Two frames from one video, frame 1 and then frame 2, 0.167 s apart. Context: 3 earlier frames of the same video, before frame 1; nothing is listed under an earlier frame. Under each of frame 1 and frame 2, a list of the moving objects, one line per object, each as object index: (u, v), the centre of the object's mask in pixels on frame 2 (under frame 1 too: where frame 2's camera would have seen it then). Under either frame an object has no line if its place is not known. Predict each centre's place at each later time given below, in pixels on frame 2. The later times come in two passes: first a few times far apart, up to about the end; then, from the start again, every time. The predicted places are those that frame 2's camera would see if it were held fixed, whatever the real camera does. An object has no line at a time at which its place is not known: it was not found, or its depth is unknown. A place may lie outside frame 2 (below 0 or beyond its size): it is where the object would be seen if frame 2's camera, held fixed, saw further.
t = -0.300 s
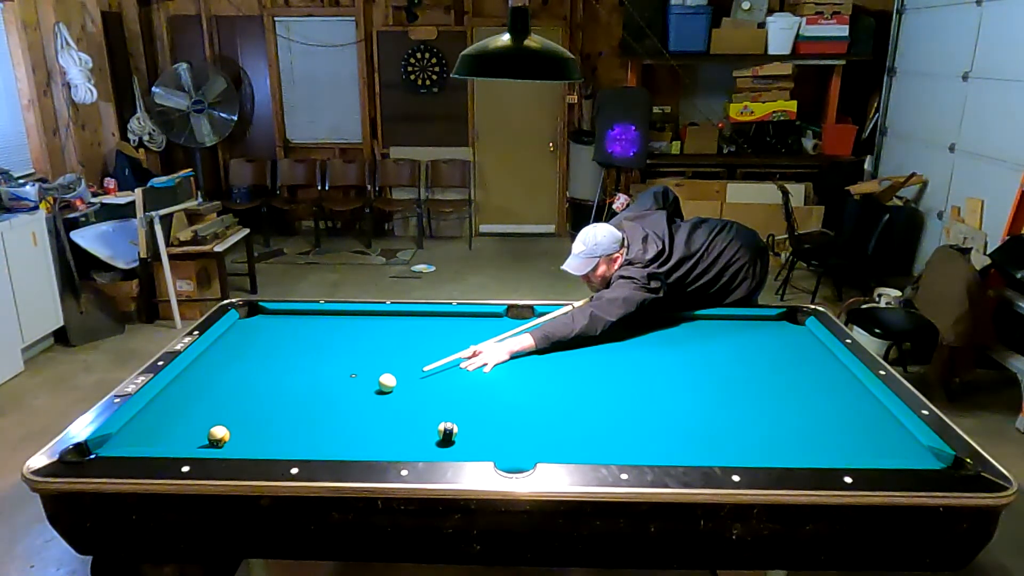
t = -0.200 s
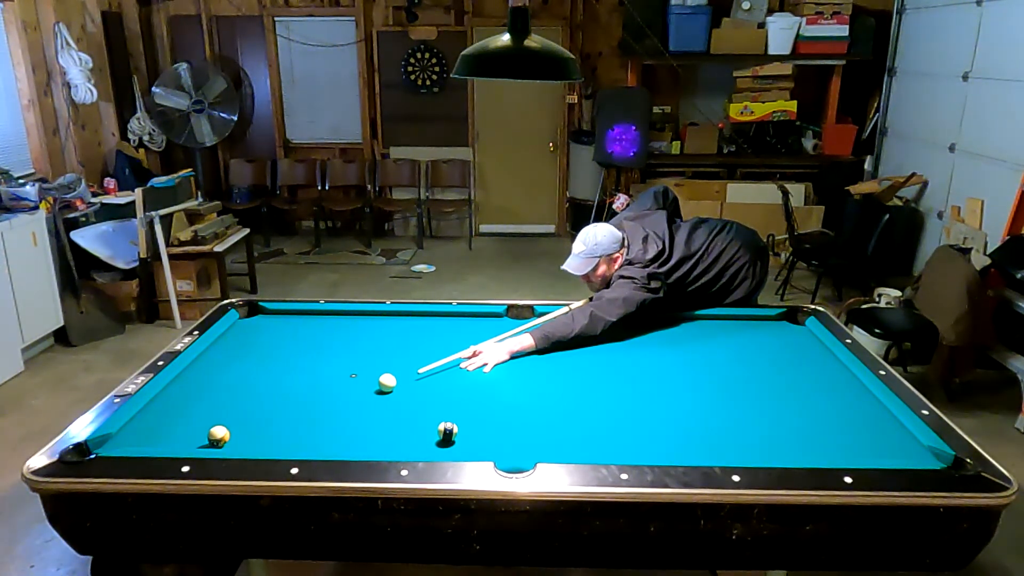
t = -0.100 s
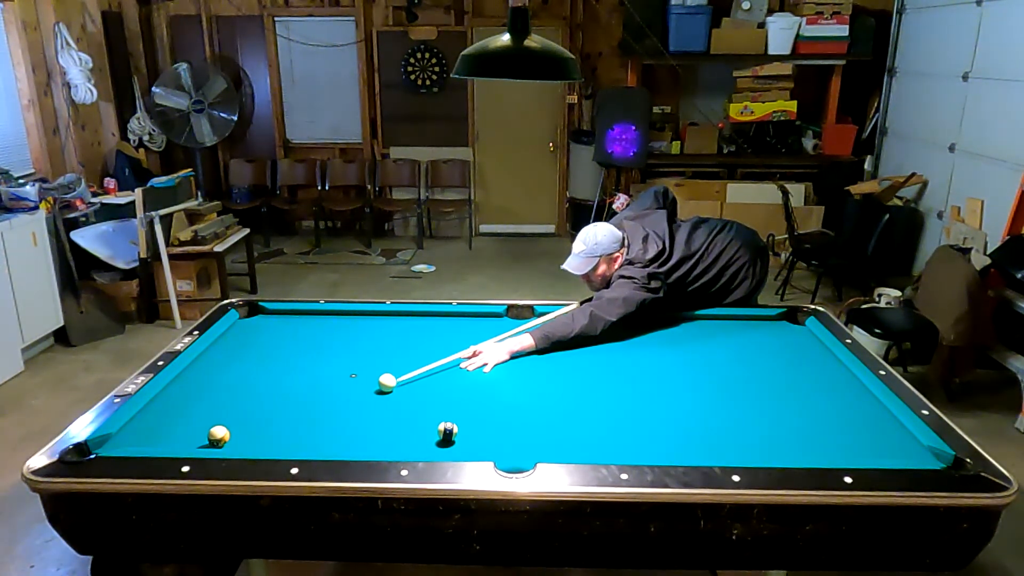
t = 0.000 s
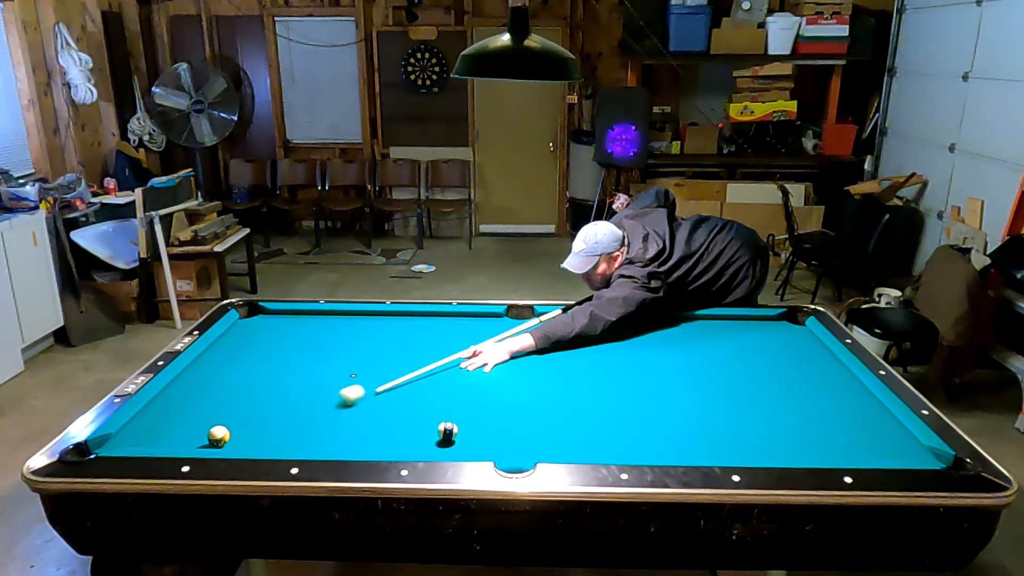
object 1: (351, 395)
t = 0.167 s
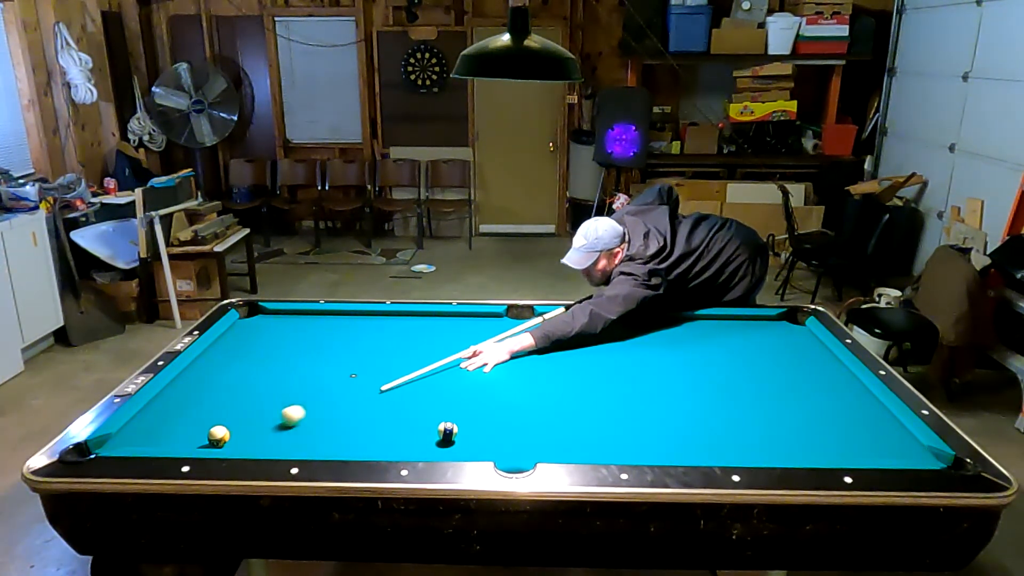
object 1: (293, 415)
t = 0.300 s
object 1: (251, 430)
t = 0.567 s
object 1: (231, 441)
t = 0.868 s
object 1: (239, 429)
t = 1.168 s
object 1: (246, 417)
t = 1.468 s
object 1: (253, 407)
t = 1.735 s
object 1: (257, 401)
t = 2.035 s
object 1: (261, 395)
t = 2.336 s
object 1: (264, 390)
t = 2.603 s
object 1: (265, 388)
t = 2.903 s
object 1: (265, 386)
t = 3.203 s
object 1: (265, 386)
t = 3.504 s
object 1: (265, 386)
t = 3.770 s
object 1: (265, 386)
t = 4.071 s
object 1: (265, 386)
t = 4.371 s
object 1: (265, 386)
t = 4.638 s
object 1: (265, 386)
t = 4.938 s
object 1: (265, 386)
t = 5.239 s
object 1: (265, 386)
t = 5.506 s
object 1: (265, 386)
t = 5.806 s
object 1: (265, 386)
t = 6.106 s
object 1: (265, 386)
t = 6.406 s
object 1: (265, 386)
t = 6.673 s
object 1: (265, 386)
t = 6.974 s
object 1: (265, 386)
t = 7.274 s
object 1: (265, 386)
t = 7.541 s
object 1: (265, 386)
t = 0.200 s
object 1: (283, 419)
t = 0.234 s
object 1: (272, 422)
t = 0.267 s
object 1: (261, 427)
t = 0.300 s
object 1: (251, 430)
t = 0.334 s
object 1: (242, 433)
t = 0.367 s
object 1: (239, 436)
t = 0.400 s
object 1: (237, 438)
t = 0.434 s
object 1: (234, 440)
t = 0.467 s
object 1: (232, 442)
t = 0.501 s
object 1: (229, 443)
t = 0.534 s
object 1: (230, 442)
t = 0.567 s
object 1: (231, 441)
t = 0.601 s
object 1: (232, 440)
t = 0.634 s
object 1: (233, 439)
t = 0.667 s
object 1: (233, 438)
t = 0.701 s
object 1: (235, 436)
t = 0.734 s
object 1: (236, 435)
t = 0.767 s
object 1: (236, 433)
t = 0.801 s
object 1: (237, 432)
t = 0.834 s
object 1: (238, 430)
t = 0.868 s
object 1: (239, 429)
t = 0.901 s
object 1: (240, 427)
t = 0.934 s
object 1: (241, 426)
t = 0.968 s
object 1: (242, 424)
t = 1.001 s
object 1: (243, 423)
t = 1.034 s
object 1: (243, 422)
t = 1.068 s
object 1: (244, 420)
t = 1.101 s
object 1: (245, 419)
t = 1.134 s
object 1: (245, 418)
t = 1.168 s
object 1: (246, 417)
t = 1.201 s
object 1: (247, 416)
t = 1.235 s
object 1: (248, 415)
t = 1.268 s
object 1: (248, 413)
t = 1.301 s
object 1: (249, 412)
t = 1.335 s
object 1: (250, 411)
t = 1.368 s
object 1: (251, 410)
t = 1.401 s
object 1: (251, 409)
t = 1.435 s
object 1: (252, 408)
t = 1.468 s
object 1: (253, 407)
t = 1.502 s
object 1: (253, 406)
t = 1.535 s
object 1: (254, 405)
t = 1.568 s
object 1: (255, 404)
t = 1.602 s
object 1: (255, 404)
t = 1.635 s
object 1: (256, 403)
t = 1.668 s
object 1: (256, 402)
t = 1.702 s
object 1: (257, 401)
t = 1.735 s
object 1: (257, 401)
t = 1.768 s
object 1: (258, 400)
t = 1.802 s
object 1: (258, 399)
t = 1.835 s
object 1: (259, 398)
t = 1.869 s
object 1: (259, 398)
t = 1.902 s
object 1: (260, 397)
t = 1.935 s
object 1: (260, 396)
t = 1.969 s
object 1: (260, 396)
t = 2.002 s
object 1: (261, 395)
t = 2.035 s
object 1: (261, 395)
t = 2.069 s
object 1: (261, 394)
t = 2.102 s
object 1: (262, 393)
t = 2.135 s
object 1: (262, 393)
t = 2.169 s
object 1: (262, 392)
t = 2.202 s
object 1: (263, 392)
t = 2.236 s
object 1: (263, 391)
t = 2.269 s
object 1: (263, 391)
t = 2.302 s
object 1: (263, 391)
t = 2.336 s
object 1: (264, 390)
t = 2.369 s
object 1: (264, 390)
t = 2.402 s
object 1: (264, 390)
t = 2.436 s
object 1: (264, 389)
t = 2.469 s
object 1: (264, 389)
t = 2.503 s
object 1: (264, 389)
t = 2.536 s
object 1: (265, 388)
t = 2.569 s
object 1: (265, 388)
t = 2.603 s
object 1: (265, 388)
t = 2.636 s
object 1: (265, 388)
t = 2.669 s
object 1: (265, 387)
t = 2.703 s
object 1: (265, 387)
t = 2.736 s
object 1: (265, 387)
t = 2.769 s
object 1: (265, 387)
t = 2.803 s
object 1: (265, 387)
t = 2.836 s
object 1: (265, 386)
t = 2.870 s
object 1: (265, 386)
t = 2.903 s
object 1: (265, 386)
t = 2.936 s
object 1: (265, 386)
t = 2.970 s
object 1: (265, 386)
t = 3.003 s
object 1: (265, 386)
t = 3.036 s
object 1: (265, 386)
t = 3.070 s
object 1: (265, 386)
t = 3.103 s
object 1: (265, 386)
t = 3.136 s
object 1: (265, 386)
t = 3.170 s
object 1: (265, 386)
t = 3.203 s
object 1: (265, 386)
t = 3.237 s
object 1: (265, 386)
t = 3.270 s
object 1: (265, 386)
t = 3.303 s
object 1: (265, 386)
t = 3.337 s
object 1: (265, 386)
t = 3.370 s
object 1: (265, 386)
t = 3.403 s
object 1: (265, 386)
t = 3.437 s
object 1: (265, 386)
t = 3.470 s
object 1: (265, 386)
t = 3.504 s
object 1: (265, 386)
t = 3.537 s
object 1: (265, 386)
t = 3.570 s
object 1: (265, 386)
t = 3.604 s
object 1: (265, 386)
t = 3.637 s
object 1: (265, 386)
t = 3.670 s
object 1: (265, 386)
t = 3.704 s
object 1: (265, 386)
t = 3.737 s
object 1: (265, 386)
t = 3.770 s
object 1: (265, 386)
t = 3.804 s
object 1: (265, 386)
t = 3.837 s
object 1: (265, 386)
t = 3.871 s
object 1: (265, 386)
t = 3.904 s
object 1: (265, 386)
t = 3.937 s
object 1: (265, 386)
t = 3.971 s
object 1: (265, 386)
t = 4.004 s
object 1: (265, 386)
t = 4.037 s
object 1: (265, 386)
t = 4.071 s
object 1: (265, 386)
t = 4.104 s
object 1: (265, 386)
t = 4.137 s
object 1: (265, 386)
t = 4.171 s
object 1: (265, 386)
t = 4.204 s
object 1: (265, 386)
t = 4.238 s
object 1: (265, 386)
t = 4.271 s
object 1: (265, 386)
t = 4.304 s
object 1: (265, 386)
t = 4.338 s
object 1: (265, 386)
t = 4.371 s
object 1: (265, 386)
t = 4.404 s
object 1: (265, 386)
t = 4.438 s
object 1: (265, 386)
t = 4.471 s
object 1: (265, 386)
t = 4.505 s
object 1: (265, 386)
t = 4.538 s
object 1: (265, 386)
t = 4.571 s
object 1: (265, 386)
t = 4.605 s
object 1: (265, 386)
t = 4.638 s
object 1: (265, 386)
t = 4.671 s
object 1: (265, 386)
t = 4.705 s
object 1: (265, 386)
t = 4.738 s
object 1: (265, 386)
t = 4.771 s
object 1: (265, 386)
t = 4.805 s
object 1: (265, 386)
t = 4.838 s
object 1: (265, 386)
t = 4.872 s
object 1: (265, 386)
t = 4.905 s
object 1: (265, 386)
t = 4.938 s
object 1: (265, 386)
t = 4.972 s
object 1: (265, 386)
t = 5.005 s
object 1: (265, 386)
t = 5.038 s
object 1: (265, 386)
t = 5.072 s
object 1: (265, 386)
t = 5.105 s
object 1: (265, 386)
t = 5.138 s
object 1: (265, 386)
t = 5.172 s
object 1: (265, 386)
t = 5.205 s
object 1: (265, 386)
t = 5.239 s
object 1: (265, 386)
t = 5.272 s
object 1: (265, 386)
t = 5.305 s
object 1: (265, 386)
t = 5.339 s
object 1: (265, 386)
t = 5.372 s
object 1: (265, 386)
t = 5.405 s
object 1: (265, 386)
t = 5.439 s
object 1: (265, 386)
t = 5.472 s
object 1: (265, 386)
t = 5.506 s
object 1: (265, 386)
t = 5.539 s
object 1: (265, 386)
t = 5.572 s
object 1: (265, 386)
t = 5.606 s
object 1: (265, 386)
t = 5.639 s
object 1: (265, 386)
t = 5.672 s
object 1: (265, 386)
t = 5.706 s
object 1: (265, 386)
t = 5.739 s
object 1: (265, 386)
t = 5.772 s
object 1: (265, 386)
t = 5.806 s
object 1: (265, 386)
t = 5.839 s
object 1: (265, 386)
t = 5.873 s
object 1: (265, 386)
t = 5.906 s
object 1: (265, 386)
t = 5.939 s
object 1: (265, 386)
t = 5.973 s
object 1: (265, 386)
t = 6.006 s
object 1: (265, 386)
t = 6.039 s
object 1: (265, 386)
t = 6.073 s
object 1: (265, 386)
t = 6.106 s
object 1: (265, 386)
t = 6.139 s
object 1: (265, 386)
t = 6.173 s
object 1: (265, 386)
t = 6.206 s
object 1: (265, 386)
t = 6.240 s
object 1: (265, 386)
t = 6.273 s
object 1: (265, 386)
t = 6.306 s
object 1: (265, 386)
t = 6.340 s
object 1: (265, 386)
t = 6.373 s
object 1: (265, 386)
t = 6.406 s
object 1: (265, 386)
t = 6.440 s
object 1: (265, 386)
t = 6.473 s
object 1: (265, 386)
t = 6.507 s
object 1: (265, 386)
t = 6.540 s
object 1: (265, 386)
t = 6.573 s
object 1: (265, 386)
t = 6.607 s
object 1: (265, 386)
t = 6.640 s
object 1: (265, 386)
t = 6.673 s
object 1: (265, 386)
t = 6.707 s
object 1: (265, 386)
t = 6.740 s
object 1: (265, 386)
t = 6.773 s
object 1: (265, 386)
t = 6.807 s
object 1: (265, 386)
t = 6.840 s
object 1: (265, 386)
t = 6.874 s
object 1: (265, 386)
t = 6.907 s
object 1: (265, 386)
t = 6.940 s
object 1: (265, 386)
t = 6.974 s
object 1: (265, 386)
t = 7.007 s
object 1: (265, 386)
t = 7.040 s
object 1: (265, 386)
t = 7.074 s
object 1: (265, 386)
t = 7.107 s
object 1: (265, 386)
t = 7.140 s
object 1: (265, 386)
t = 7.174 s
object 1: (265, 386)
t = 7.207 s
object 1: (265, 386)
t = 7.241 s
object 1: (265, 386)
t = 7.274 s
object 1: (265, 386)
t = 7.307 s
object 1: (265, 386)
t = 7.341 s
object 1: (265, 386)
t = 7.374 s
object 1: (265, 386)
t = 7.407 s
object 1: (265, 386)
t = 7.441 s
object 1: (265, 386)
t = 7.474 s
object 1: (265, 386)
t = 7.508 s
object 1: (265, 386)
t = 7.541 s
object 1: (265, 386)
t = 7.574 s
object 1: (265, 386)
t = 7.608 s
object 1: (265, 386)
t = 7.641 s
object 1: (265, 386)
